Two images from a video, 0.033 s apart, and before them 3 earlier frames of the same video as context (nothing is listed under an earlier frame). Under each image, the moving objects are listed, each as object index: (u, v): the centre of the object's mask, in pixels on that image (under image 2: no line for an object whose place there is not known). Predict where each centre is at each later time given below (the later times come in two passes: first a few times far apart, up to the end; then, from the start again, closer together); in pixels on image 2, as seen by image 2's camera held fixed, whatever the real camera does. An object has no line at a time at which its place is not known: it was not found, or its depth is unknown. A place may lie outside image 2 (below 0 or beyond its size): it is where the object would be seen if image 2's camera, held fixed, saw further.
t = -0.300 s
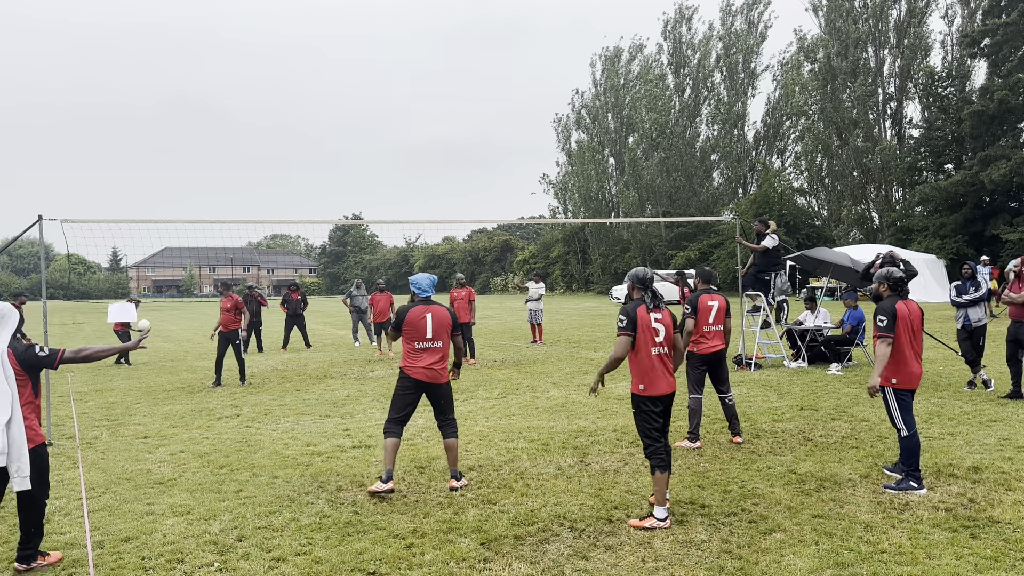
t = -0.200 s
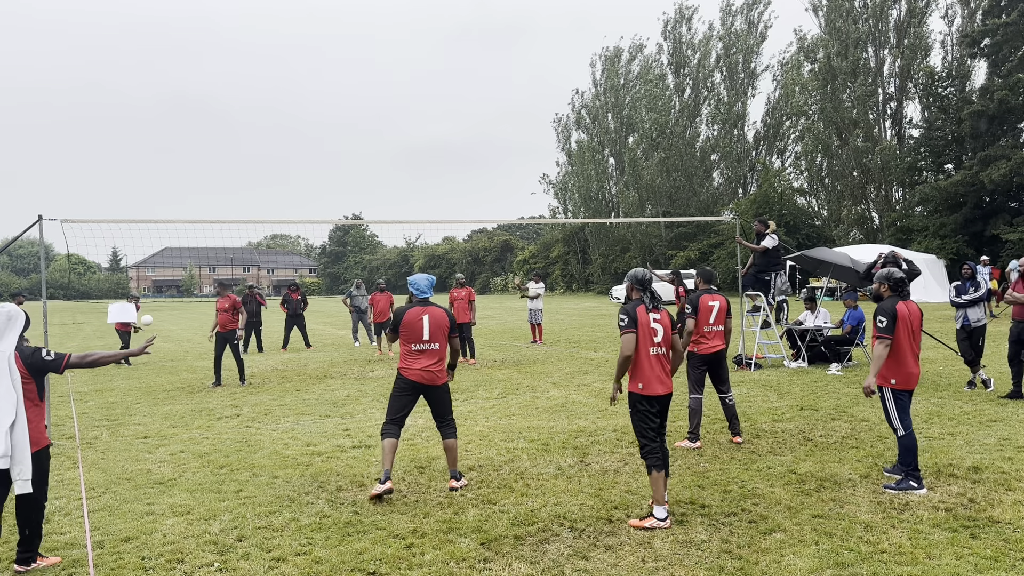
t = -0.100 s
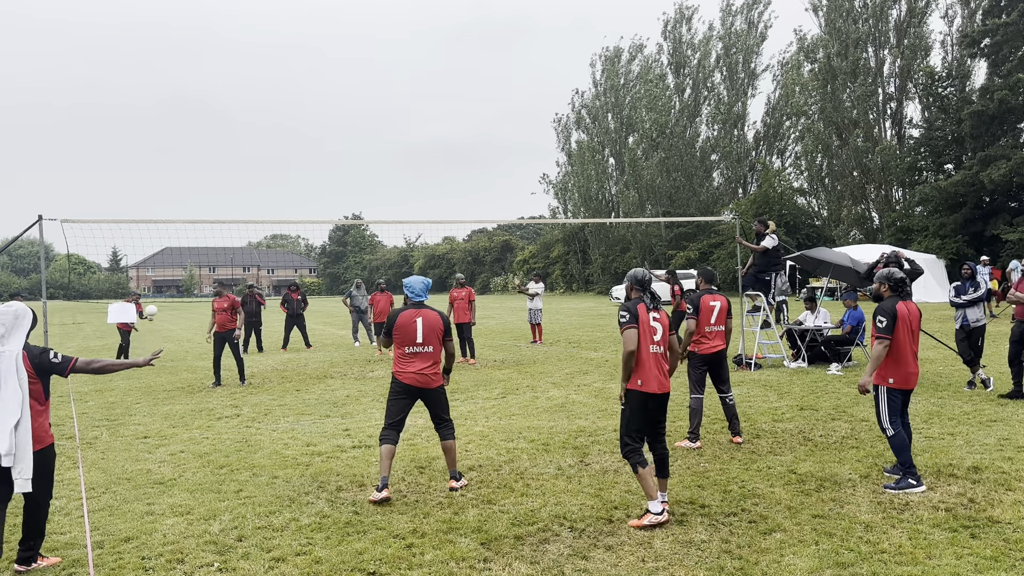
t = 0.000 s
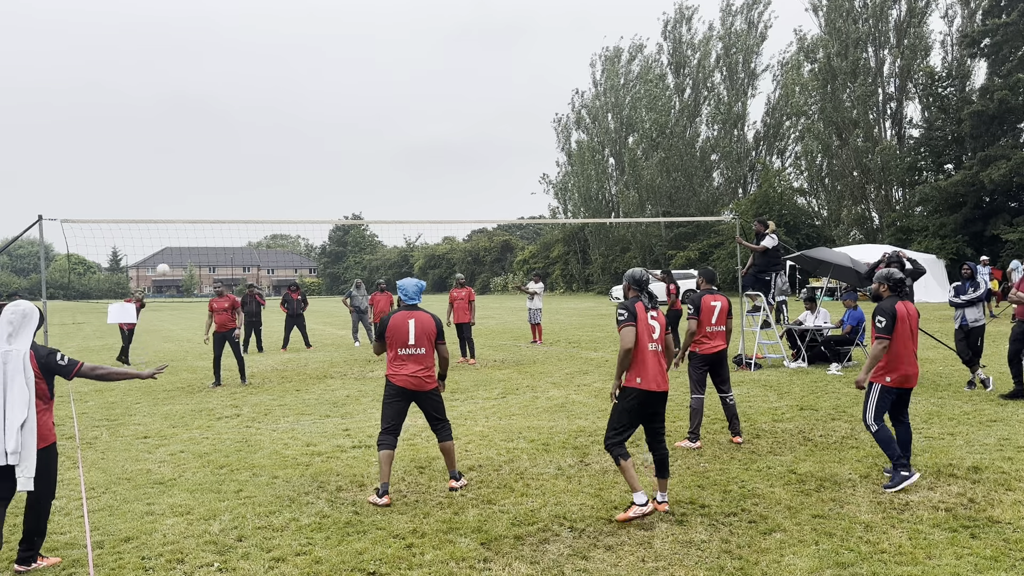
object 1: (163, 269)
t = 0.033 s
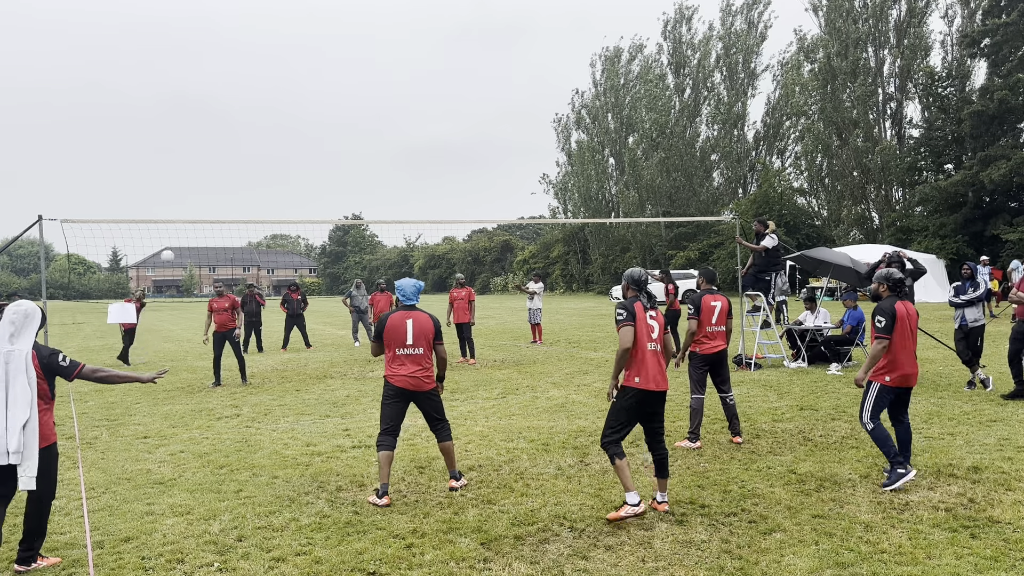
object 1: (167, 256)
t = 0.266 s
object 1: (205, 170)
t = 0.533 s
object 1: (261, 83)
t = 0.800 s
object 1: (336, 17)
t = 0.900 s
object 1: (369, 4)
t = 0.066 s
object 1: (173, 244)
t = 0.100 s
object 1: (177, 231)
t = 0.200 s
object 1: (193, 194)
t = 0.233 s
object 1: (198, 182)
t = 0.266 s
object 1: (205, 170)
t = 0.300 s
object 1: (211, 159)
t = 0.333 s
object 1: (217, 148)
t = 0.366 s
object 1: (224, 136)
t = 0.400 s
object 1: (230, 125)
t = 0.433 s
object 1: (238, 114)
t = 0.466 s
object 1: (245, 103)
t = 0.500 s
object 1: (253, 93)
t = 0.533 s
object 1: (261, 83)
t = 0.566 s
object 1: (269, 73)
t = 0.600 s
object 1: (278, 64)
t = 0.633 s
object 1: (287, 55)
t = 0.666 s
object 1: (296, 47)
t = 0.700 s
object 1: (305, 39)
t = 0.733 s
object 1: (315, 31)
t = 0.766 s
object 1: (325, 24)
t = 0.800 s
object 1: (336, 17)
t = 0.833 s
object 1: (346, 11)
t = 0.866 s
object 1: (358, 7)
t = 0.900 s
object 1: (369, 4)
